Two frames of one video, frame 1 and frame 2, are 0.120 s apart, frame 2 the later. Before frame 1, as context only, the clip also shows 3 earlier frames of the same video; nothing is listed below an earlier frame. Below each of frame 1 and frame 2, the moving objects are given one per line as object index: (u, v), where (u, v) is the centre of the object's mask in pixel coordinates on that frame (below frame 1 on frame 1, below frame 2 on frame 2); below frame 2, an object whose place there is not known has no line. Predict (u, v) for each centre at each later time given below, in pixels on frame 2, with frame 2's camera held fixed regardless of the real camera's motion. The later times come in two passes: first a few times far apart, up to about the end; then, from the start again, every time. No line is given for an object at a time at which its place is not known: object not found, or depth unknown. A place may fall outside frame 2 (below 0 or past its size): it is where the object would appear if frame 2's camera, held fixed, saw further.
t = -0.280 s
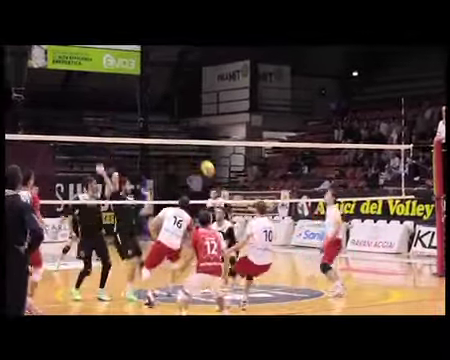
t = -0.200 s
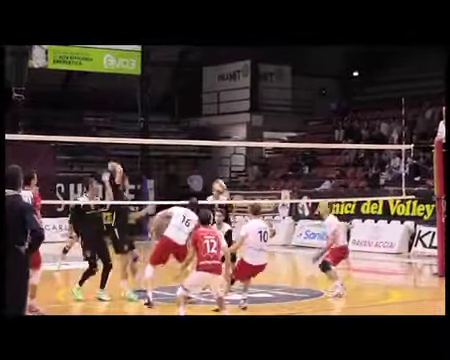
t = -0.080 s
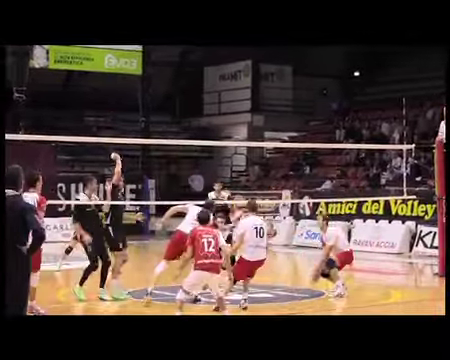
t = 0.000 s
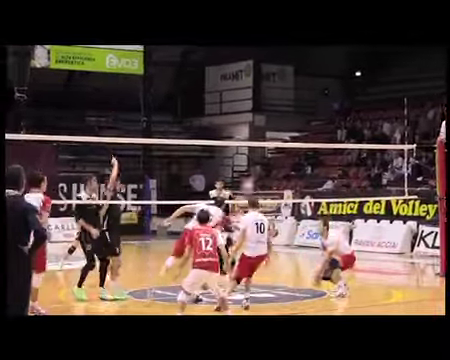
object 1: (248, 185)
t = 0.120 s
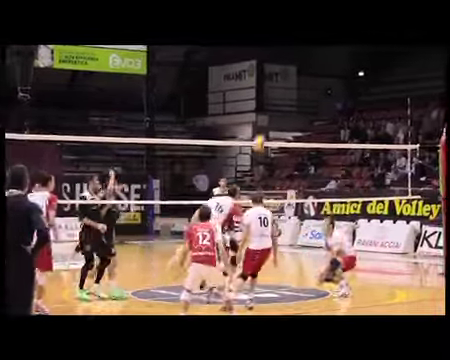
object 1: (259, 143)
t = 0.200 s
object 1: (265, 119)
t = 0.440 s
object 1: (283, 70)
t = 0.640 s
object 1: (298, 55)
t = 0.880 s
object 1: (316, 70)
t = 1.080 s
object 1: (330, 110)
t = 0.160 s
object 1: (262, 130)
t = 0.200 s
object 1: (265, 119)
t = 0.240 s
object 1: (268, 107)
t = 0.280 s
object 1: (271, 98)
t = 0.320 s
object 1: (274, 89)
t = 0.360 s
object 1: (276, 82)
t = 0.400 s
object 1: (279, 75)
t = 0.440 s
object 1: (283, 70)
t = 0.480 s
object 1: (285, 65)
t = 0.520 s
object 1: (288, 61)
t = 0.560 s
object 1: (292, 58)
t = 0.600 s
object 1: (295, 56)
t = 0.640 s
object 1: (298, 55)
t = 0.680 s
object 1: (301, 55)
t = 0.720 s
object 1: (303, 56)
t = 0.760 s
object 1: (306, 58)
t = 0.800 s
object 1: (310, 61)
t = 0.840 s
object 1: (313, 65)
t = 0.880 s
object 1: (316, 70)
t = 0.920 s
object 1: (319, 76)
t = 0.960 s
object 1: (322, 83)
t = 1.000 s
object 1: (325, 91)
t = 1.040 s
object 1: (328, 100)
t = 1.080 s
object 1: (330, 110)
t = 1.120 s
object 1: (333, 121)
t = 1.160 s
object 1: (336, 133)
